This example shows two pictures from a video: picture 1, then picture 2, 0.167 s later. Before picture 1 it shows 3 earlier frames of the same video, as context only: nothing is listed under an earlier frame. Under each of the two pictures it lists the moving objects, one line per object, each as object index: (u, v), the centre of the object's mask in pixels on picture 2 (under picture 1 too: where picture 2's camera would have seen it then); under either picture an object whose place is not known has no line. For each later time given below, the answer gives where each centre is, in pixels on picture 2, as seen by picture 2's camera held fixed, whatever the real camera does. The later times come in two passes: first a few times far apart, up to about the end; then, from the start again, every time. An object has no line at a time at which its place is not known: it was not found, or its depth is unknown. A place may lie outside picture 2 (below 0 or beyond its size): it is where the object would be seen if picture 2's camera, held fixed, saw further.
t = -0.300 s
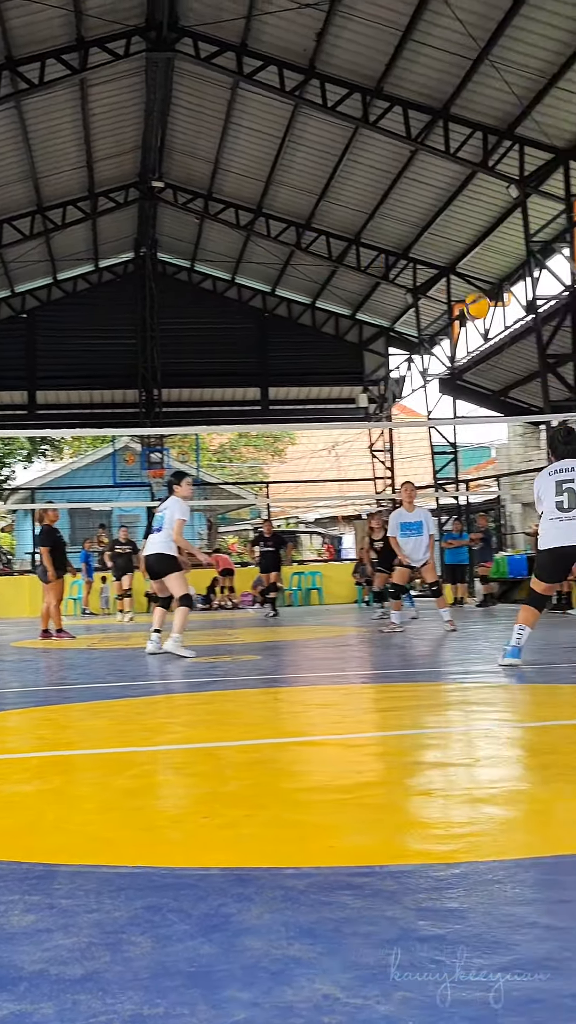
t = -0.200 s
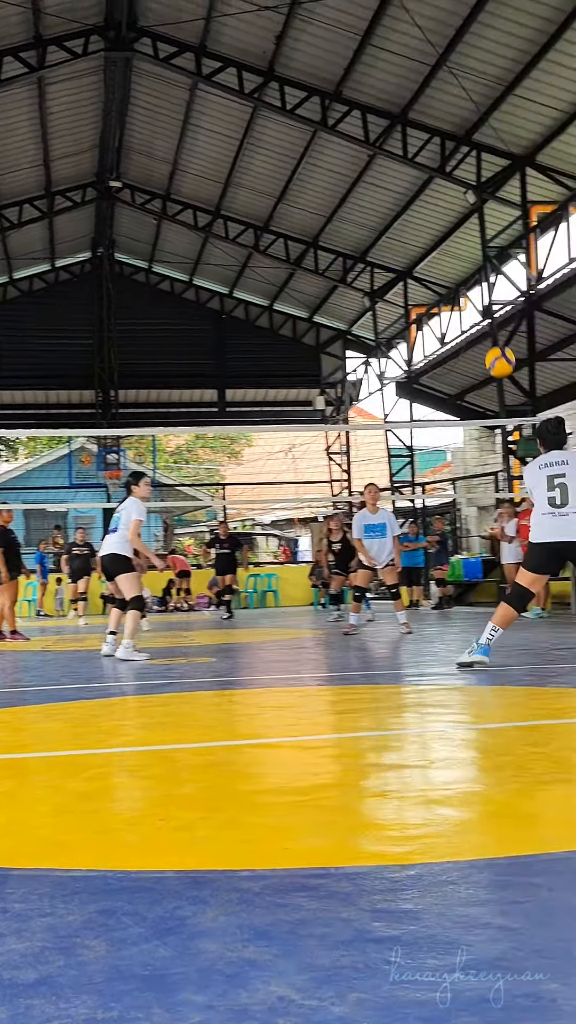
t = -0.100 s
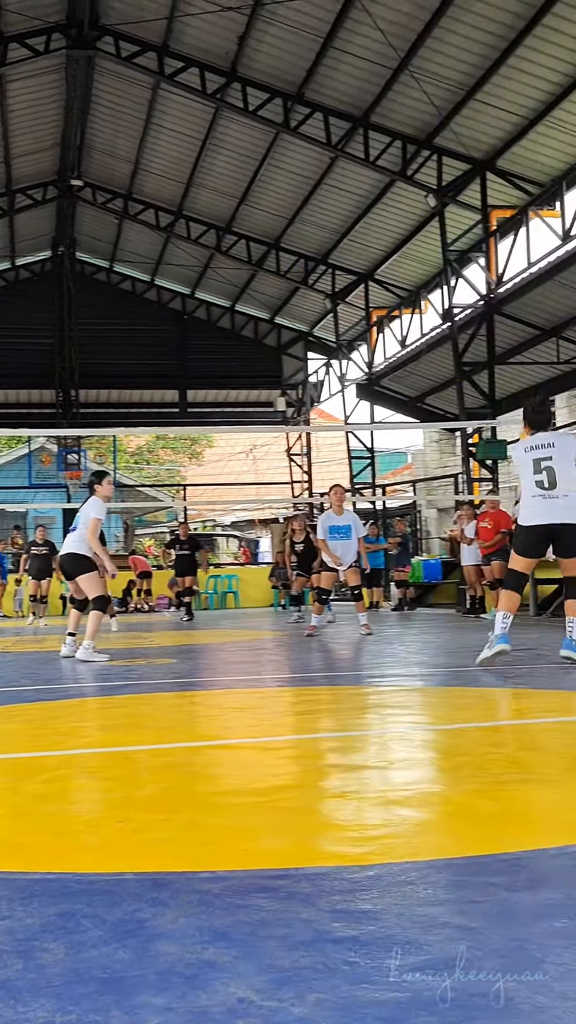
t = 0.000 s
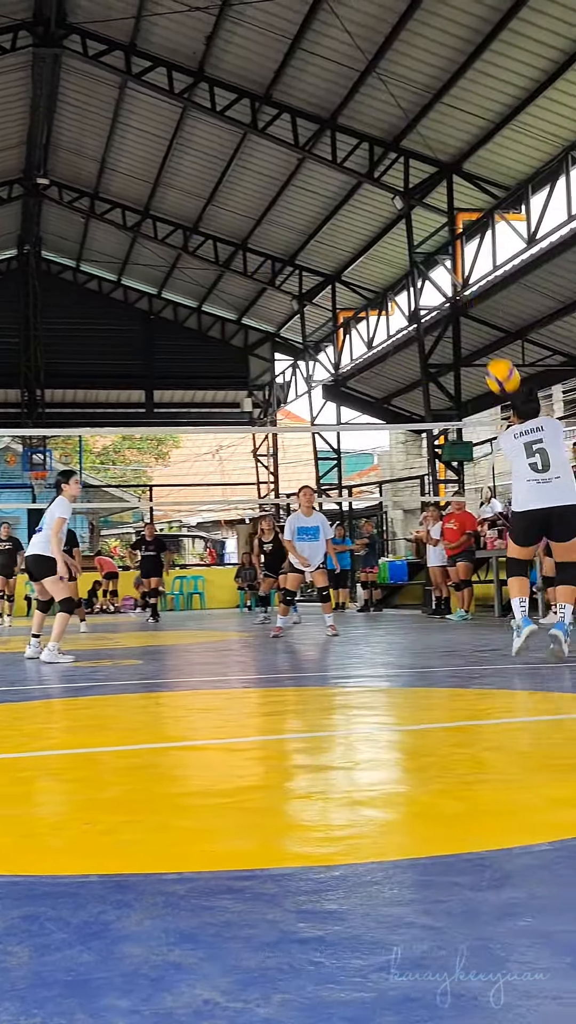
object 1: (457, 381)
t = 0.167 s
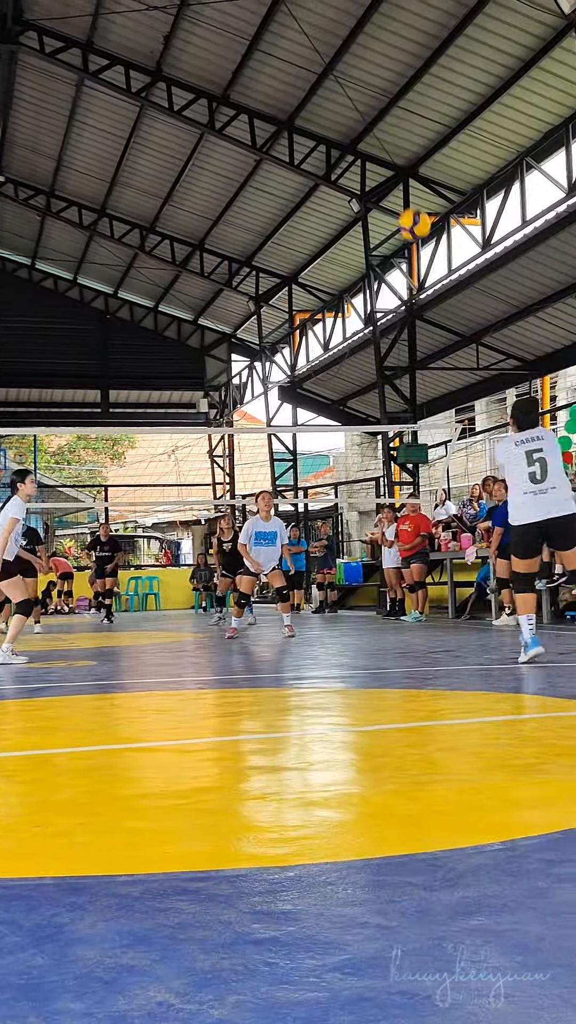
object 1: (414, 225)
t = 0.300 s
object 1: (382, 137)
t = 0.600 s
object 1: (318, 36)
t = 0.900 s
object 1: (262, 54)
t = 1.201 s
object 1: (214, 175)
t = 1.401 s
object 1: (186, 308)
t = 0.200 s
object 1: (406, 200)
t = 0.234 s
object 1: (398, 177)
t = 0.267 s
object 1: (391, 156)
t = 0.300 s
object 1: (382, 137)
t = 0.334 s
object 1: (375, 119)
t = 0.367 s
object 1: (367, 103)
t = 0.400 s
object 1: (360, 90)
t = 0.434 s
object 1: (353, 75)
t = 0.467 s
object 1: (345, 66)
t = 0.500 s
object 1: (338, 56)
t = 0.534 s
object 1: (331, 48)
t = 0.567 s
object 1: (324, 42)
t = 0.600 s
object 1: (318, 36)
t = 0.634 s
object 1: (311, 33)
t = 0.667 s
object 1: (304, 31)
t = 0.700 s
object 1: (298, 30)
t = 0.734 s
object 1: (292, 31)
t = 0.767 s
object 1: (286, 33)
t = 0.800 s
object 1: (280, 36)
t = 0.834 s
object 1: (274, 41)
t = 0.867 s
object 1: (268, 47)
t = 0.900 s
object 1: (262, 54)
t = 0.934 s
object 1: (257, 63)
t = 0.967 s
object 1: (251, 73)
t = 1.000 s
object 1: (245, 84)
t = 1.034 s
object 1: (240, 96)
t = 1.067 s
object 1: (235, 109)
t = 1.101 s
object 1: (229, 124)
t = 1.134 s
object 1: (224, 139)
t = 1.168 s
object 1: (219, 157)
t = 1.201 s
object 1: (214, 175)
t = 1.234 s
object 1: (209, 194)
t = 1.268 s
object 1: (205, 215)
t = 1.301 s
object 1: (200, 237)
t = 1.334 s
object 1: (195, 259)
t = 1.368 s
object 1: (190, 283)
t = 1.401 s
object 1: (186, 308)
